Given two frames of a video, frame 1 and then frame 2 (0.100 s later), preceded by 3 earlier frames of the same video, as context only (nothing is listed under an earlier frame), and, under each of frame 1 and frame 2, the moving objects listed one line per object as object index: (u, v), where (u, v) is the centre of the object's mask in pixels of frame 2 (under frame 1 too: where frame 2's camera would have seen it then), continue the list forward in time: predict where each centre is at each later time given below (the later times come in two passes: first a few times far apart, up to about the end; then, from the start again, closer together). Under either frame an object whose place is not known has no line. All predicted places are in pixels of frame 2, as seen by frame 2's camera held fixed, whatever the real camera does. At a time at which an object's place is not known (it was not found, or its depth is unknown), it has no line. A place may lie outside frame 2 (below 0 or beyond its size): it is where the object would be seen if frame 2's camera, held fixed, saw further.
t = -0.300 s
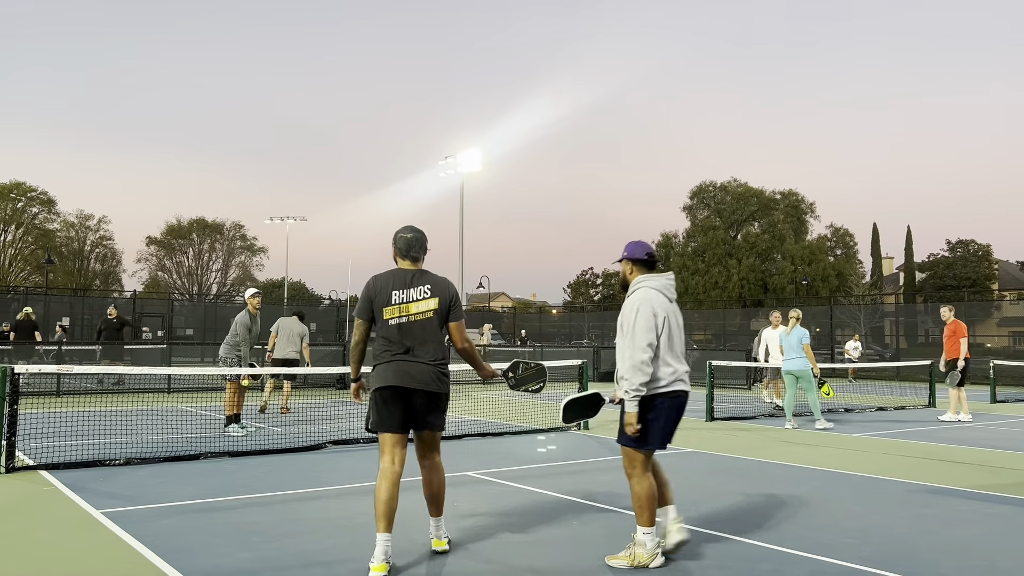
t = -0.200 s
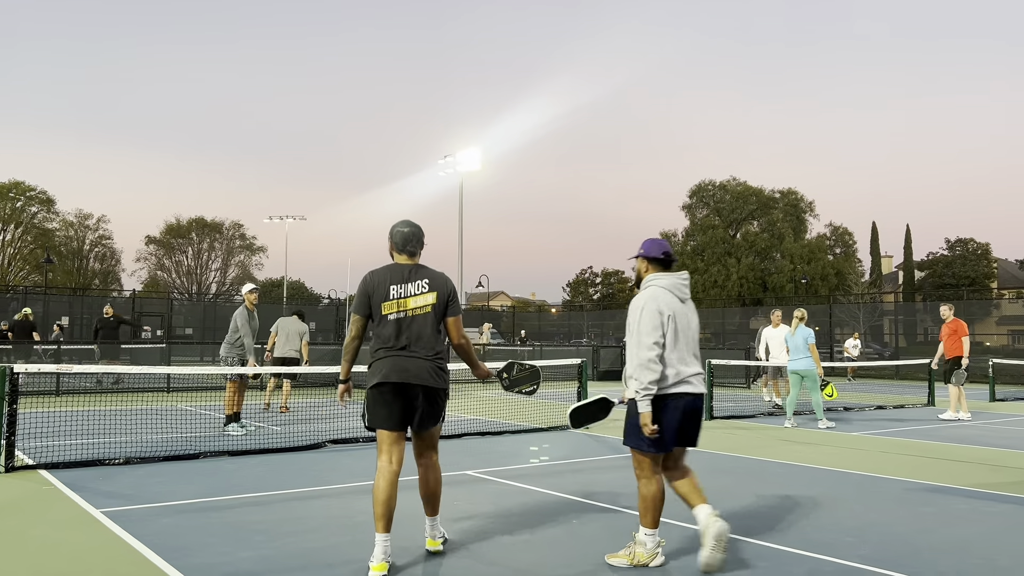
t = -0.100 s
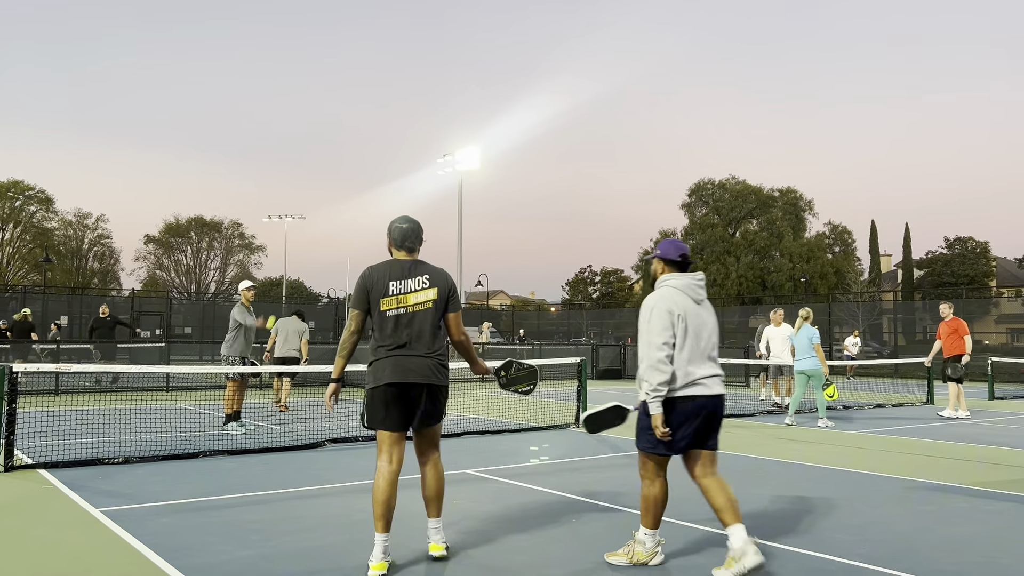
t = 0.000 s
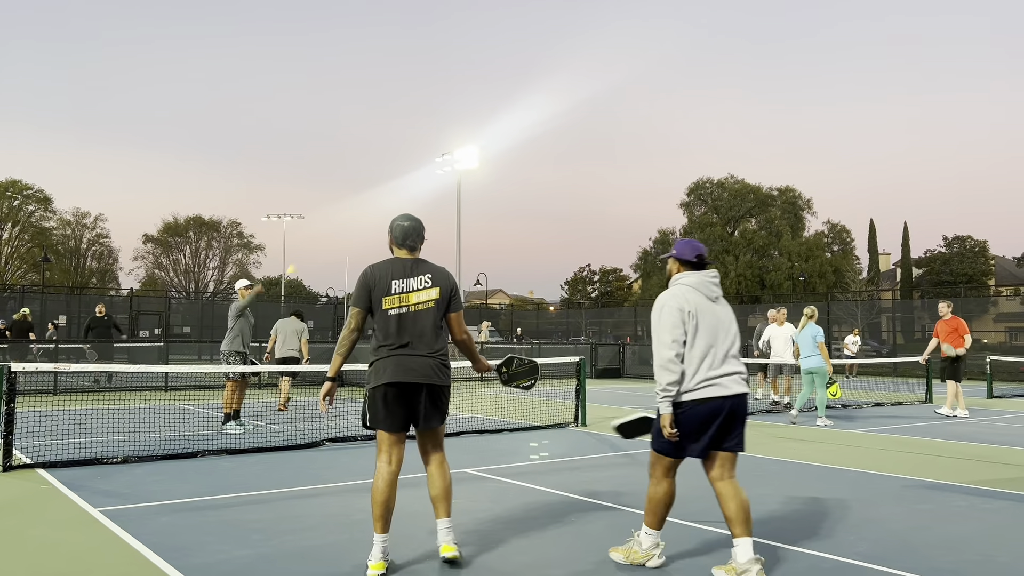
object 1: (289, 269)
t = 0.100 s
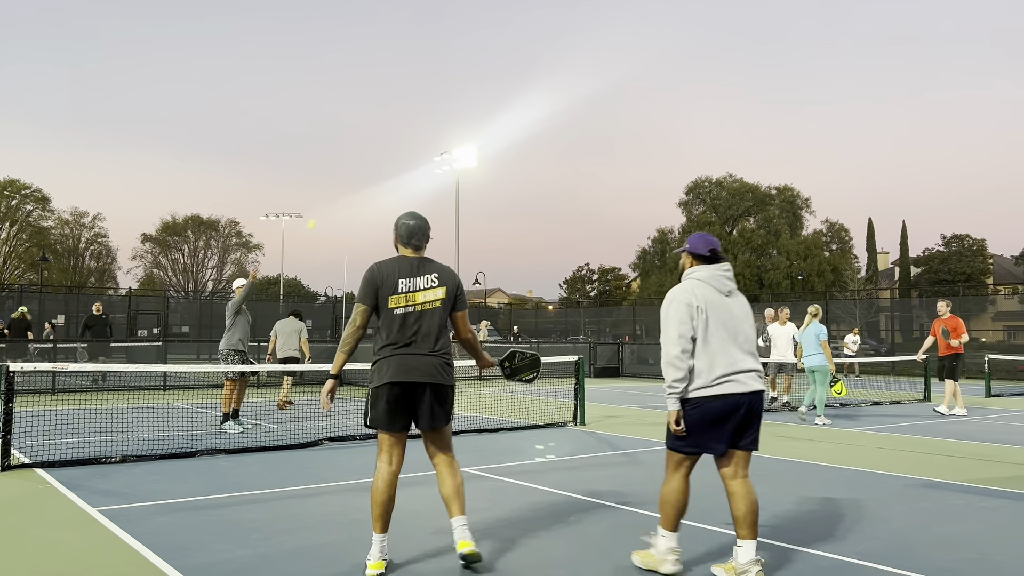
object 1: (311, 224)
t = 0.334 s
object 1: (365, 150)
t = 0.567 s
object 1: (427, 128)
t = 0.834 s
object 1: (509, 188)
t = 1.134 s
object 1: (618, 411)
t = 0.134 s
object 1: (319, 210)
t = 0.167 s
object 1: (326, 198)
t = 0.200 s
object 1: (334, 187)
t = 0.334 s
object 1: (365, 150)
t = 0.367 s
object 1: (374, 144)
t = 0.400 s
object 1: (382, 138)
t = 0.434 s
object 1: (390, 134)
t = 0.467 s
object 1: (399, 131)
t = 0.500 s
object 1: (408, 129)
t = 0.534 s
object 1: (417, 128)
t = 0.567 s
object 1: (427, 128)
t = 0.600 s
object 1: (436, 131)
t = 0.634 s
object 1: (446, 134)
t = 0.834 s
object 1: (509, 188)
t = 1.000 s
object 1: (569, 285)
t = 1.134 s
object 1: (618, 411)
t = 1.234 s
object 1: (660, 535)
